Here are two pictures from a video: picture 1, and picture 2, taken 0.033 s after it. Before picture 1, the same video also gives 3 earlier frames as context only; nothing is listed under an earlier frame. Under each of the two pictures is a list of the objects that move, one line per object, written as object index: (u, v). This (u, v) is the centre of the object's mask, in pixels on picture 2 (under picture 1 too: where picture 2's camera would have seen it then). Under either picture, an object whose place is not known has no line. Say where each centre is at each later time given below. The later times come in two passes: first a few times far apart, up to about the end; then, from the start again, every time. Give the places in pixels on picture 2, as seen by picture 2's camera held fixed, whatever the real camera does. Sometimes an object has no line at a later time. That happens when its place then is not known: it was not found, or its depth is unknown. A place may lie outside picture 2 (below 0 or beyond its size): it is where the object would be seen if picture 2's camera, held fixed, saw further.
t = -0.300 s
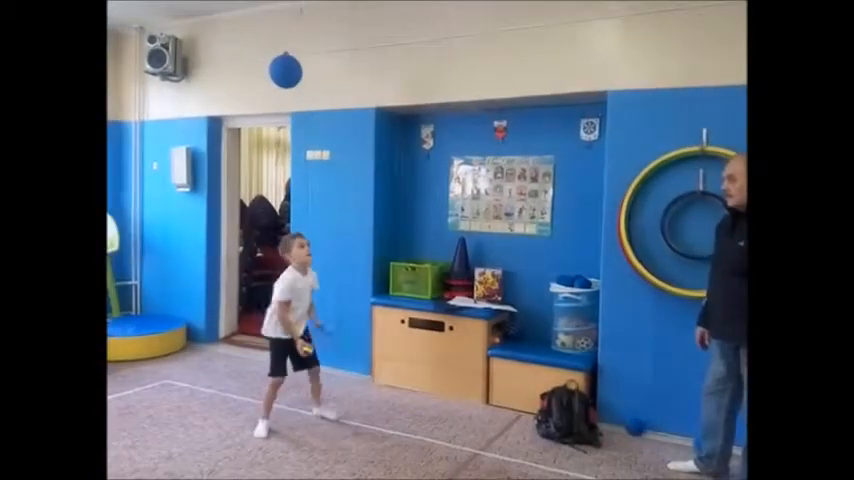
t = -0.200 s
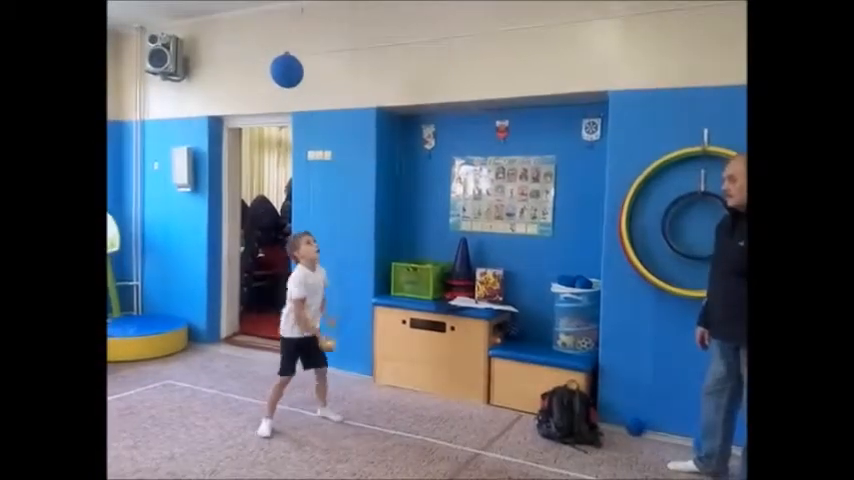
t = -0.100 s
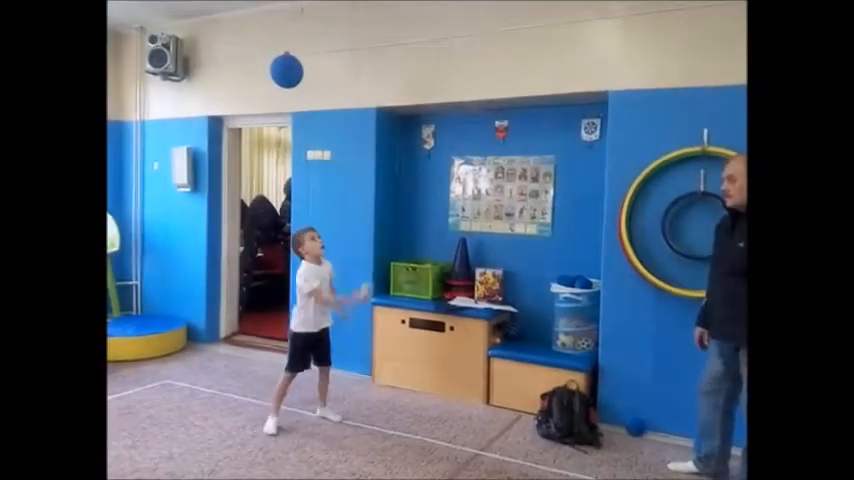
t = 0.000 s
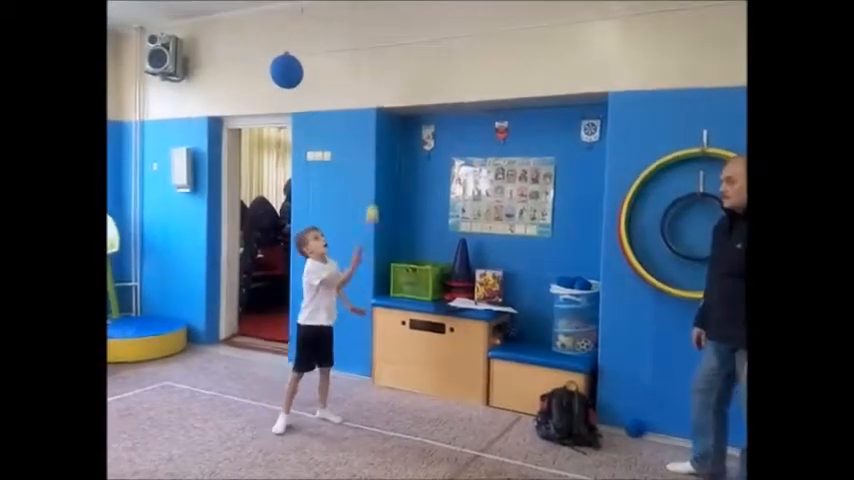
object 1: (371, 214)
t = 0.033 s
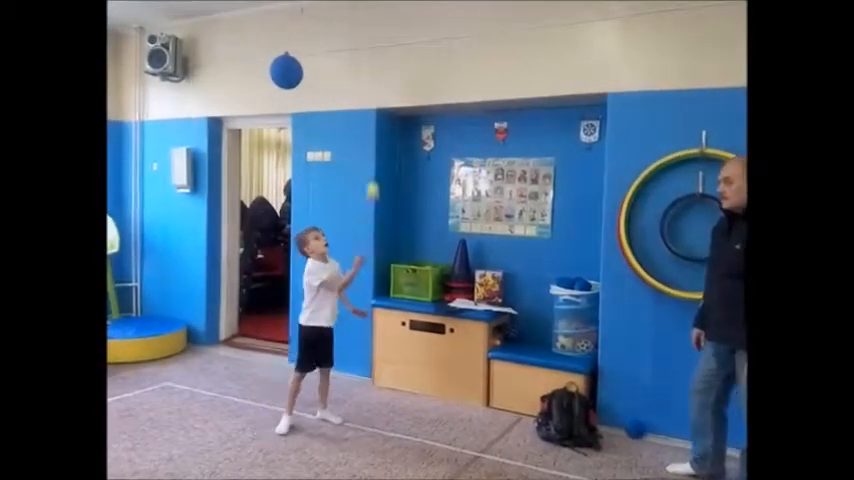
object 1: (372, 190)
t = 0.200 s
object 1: (378, 96)
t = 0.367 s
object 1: (381, 49)
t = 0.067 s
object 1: (373, 169)
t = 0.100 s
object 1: (375, 149)
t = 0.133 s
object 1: (376, 132)
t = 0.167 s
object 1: (378, 114)
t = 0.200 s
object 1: (378, 96)
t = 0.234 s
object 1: (378, 83)
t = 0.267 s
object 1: (379, 73)
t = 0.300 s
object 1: (381, 65)
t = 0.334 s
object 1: (381, 55)
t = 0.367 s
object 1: (381, 49)
